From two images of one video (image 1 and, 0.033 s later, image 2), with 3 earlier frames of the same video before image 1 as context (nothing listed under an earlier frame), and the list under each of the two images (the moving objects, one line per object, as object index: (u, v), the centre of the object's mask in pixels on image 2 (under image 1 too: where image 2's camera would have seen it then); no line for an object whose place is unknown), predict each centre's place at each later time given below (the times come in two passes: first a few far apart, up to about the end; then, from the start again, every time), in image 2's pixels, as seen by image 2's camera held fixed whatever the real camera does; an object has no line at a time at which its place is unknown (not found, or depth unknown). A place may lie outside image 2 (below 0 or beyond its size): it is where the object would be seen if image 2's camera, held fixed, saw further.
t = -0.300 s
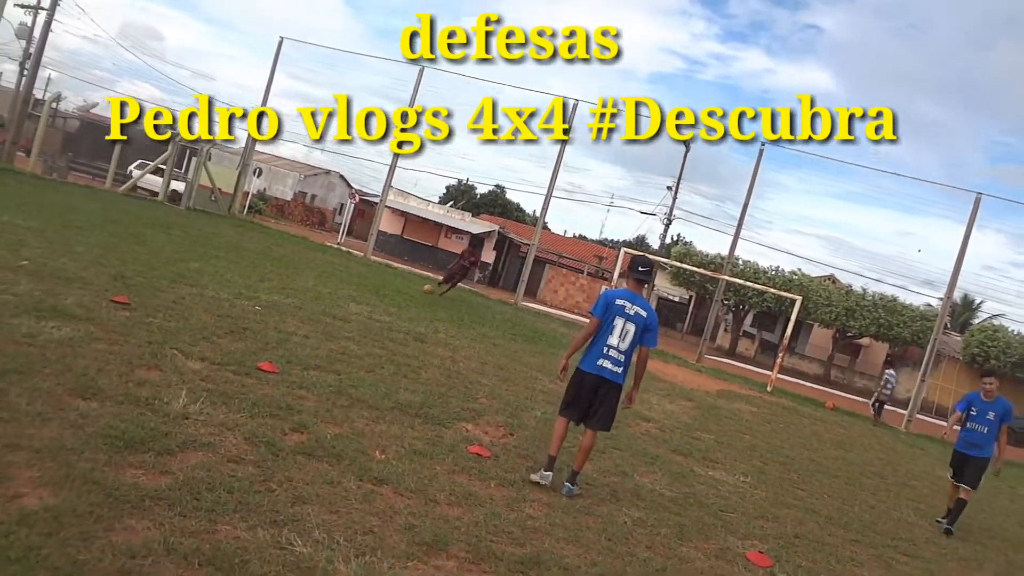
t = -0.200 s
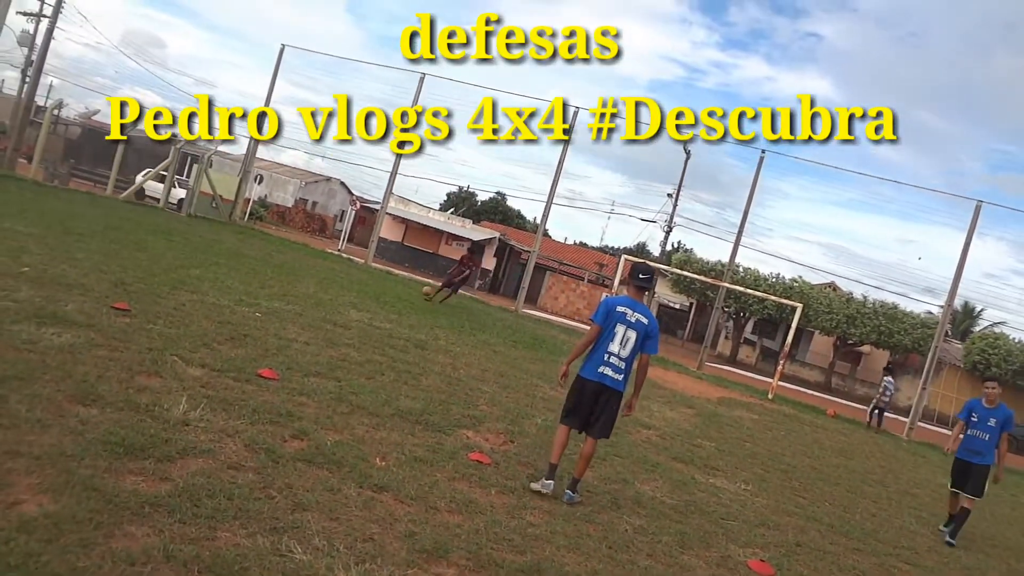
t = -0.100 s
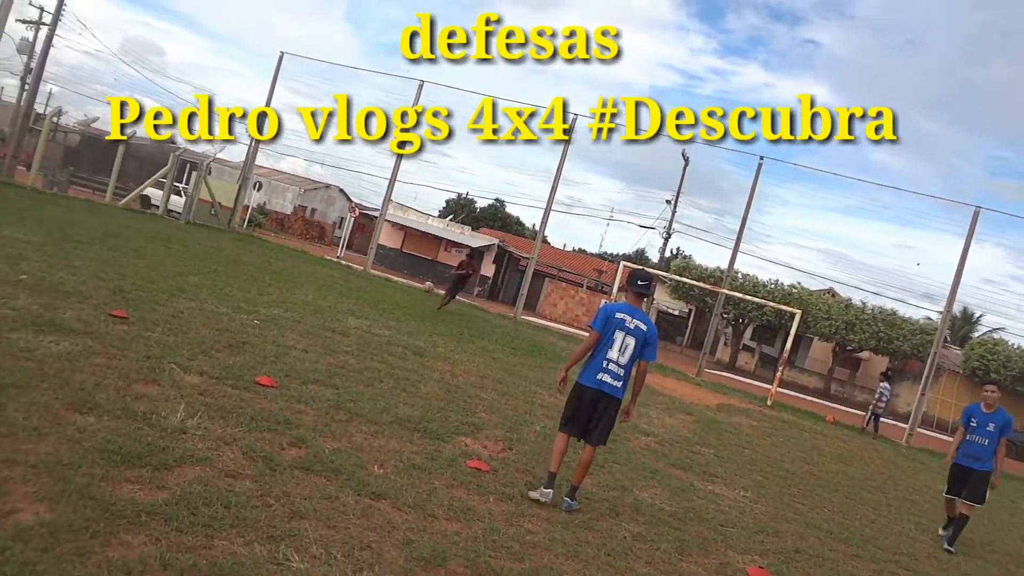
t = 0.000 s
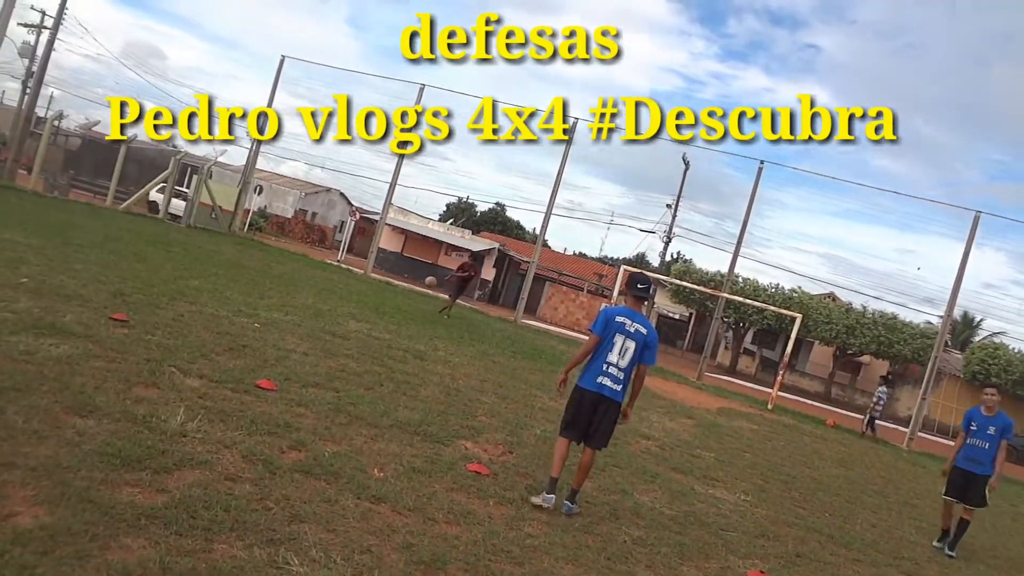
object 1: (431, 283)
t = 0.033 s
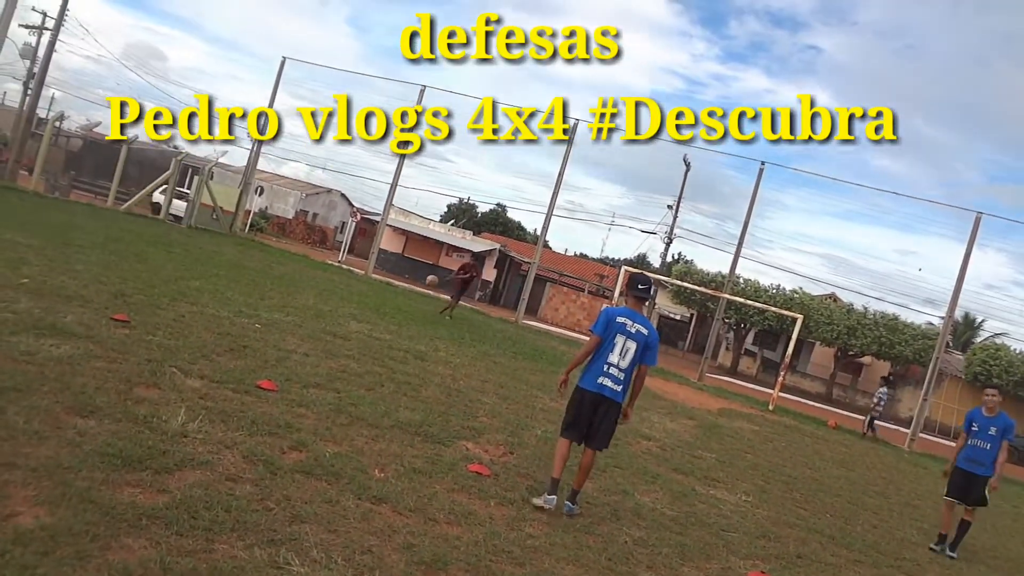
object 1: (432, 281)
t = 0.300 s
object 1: (431, 282)
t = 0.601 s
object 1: (414, 350)
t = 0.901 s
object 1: (405, 398)
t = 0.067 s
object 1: (432, 280)
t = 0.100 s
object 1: (432, 278)
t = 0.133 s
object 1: (432, 277)
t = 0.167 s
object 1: (433, 277)
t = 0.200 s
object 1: (432, 277)
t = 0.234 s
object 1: (432, 278)
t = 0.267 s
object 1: (432, 280)
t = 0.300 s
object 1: (431, 282)
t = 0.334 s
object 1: (430, 286)
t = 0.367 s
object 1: (429, 289)
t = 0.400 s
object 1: (427, 294)
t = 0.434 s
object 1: (425, 300)
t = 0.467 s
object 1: (424, 307)
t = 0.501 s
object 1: (422, 316)
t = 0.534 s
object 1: (420, 326)
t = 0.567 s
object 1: (417, 337)
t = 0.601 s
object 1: (414, 350)
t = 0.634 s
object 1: (411, 365)
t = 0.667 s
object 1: (406, 383)
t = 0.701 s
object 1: (402, 398)
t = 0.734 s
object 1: (404, 395)
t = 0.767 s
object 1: (404, 393)
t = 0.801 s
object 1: (405, 392)
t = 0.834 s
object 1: (405, 393)
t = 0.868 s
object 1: (406, 394)
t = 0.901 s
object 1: (405, 398)
